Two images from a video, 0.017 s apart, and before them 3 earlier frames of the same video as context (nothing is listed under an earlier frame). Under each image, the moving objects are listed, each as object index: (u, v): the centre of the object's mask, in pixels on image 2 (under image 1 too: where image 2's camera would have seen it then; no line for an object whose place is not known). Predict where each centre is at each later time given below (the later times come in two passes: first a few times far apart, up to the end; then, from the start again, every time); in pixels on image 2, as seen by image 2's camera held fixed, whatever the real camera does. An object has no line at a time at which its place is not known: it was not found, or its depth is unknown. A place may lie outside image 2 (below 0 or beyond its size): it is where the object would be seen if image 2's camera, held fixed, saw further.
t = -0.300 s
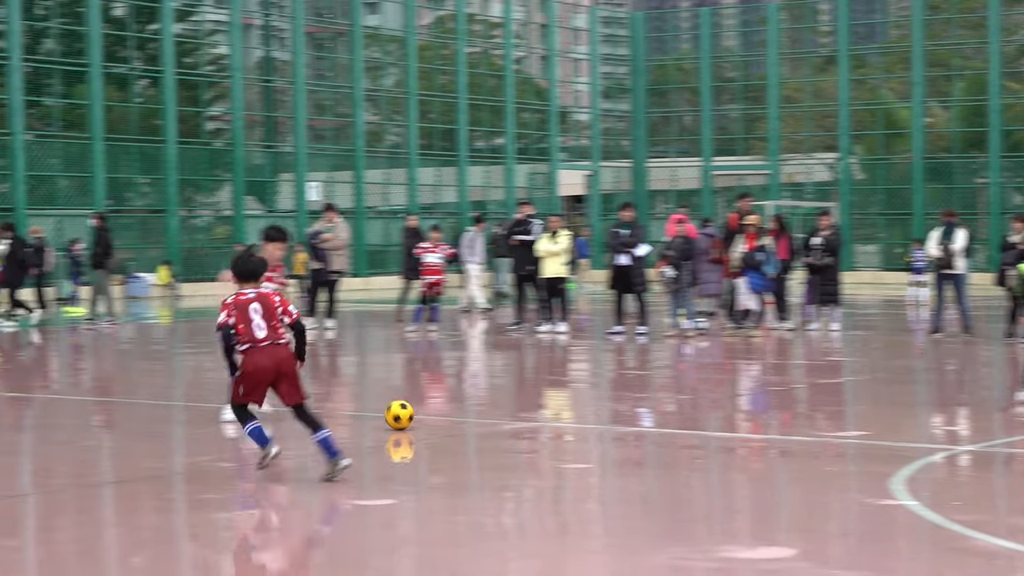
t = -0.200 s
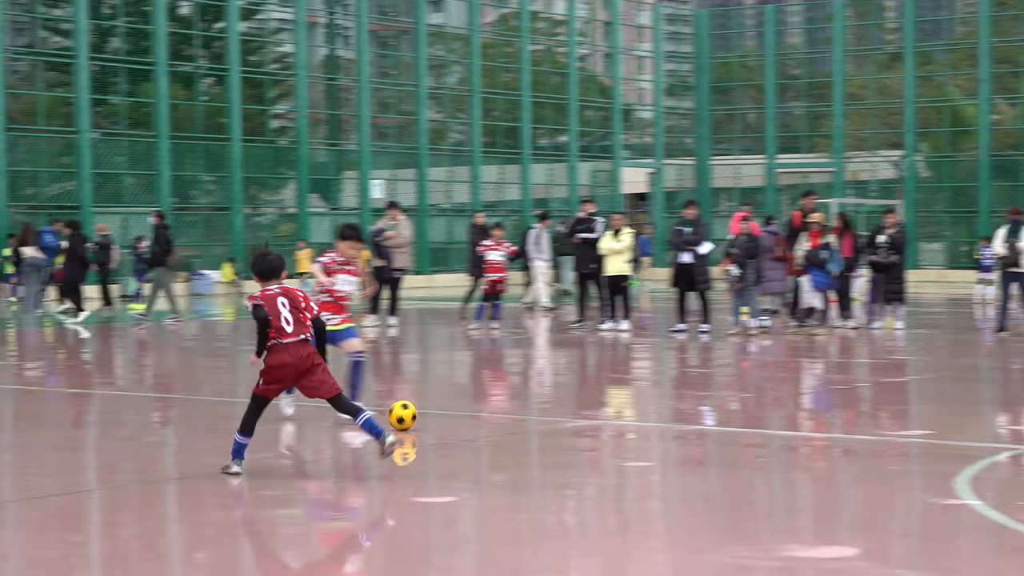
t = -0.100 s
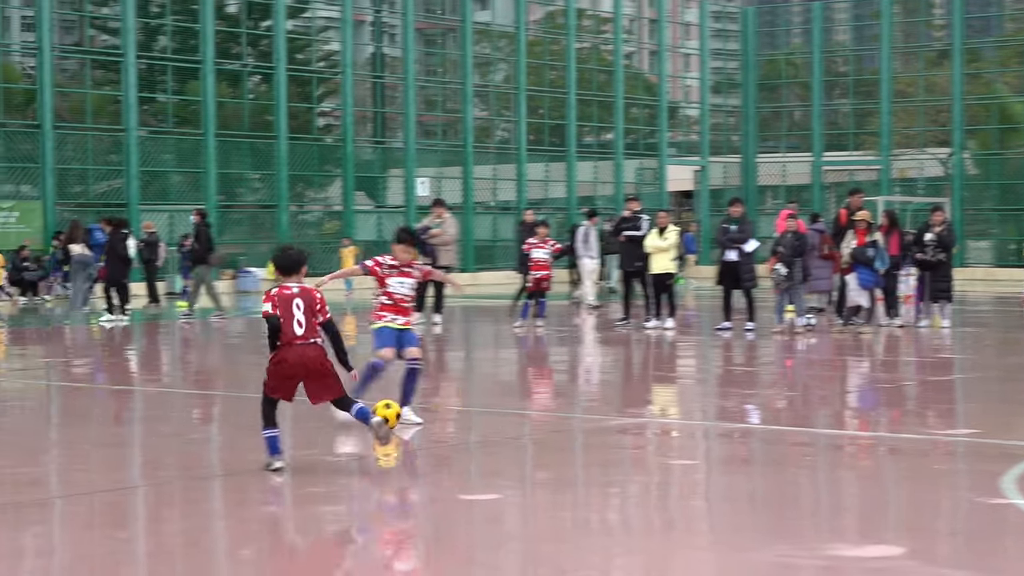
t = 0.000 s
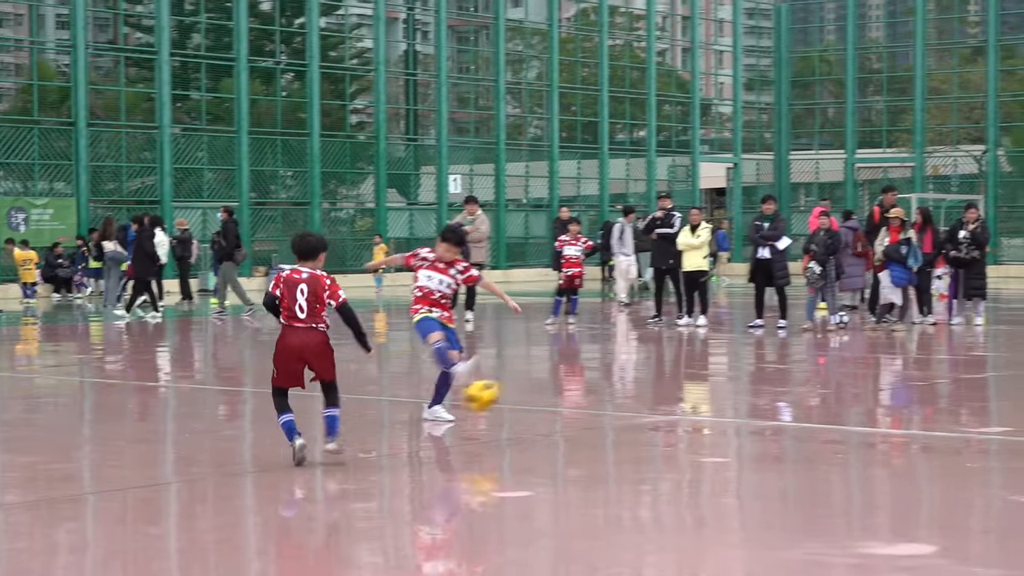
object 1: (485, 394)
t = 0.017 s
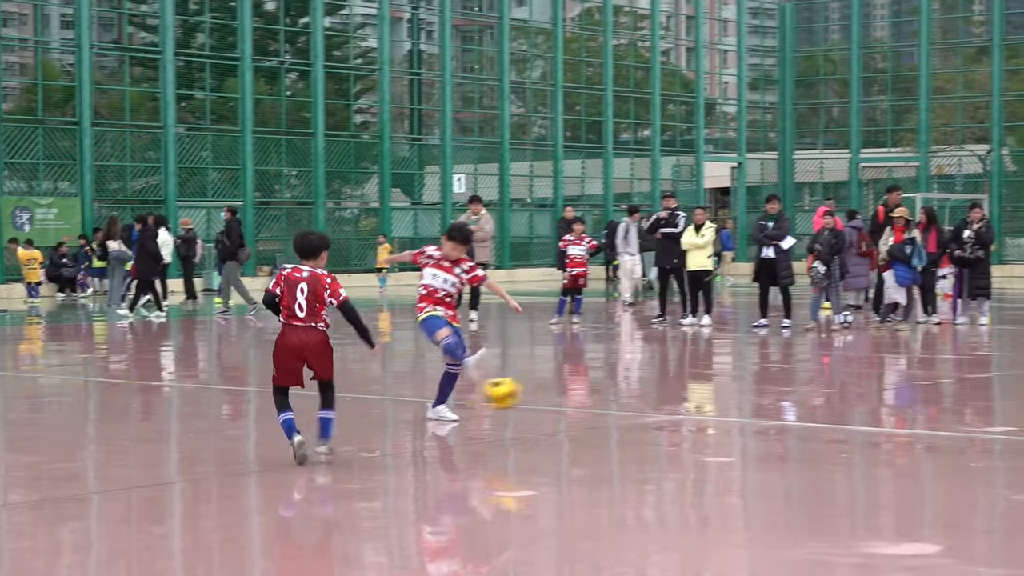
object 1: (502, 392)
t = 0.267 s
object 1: (802, 412)
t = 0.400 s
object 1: (1011, 475)
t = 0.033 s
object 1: (518, 391)
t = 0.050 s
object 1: (535, 389)
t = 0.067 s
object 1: (552, 388)
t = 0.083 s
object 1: (571, 387)
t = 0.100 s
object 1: (588, 387)
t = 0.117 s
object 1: (607, 387)
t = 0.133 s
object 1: (628, 388)
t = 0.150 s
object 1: (648, 390)
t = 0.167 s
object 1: (668, 391)
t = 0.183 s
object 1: (689, 394)
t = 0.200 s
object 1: (709, 396)
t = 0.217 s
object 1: (733, 399)
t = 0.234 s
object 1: (755, 404)
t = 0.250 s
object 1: (776, 407)
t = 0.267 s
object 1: (802, 412)
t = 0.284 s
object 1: (827, 418)
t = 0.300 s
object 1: (852, 424)
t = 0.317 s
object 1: (877, 431)
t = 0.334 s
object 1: (904, 437)
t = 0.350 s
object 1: (930, 446)
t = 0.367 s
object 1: (955, 454)
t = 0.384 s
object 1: (983, 464)
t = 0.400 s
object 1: (1011, 475)
